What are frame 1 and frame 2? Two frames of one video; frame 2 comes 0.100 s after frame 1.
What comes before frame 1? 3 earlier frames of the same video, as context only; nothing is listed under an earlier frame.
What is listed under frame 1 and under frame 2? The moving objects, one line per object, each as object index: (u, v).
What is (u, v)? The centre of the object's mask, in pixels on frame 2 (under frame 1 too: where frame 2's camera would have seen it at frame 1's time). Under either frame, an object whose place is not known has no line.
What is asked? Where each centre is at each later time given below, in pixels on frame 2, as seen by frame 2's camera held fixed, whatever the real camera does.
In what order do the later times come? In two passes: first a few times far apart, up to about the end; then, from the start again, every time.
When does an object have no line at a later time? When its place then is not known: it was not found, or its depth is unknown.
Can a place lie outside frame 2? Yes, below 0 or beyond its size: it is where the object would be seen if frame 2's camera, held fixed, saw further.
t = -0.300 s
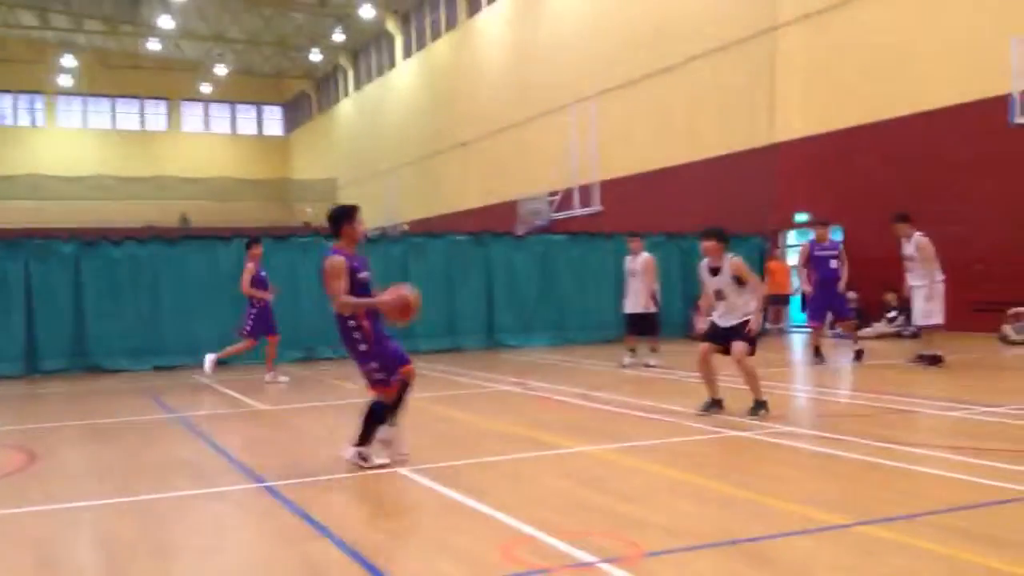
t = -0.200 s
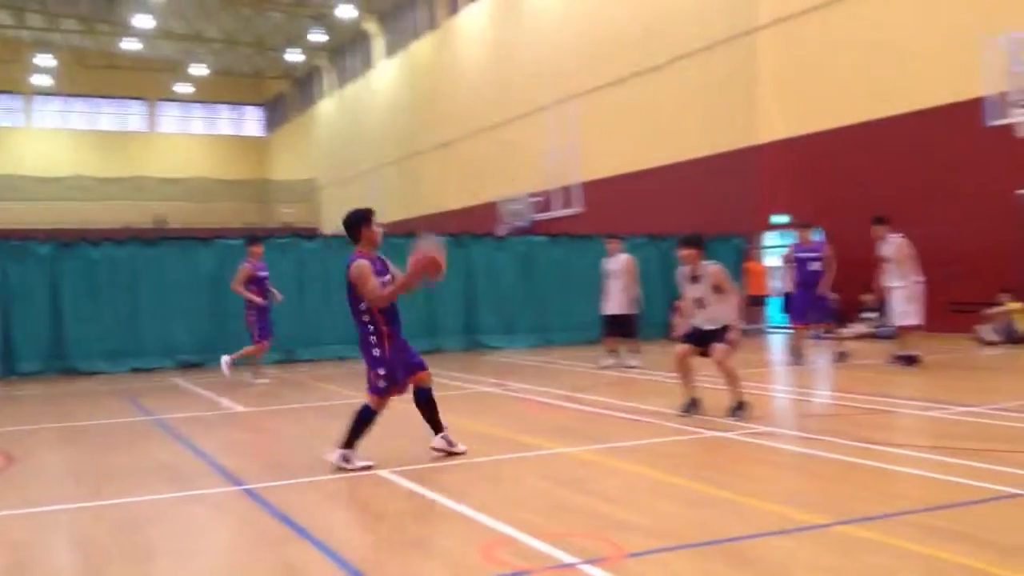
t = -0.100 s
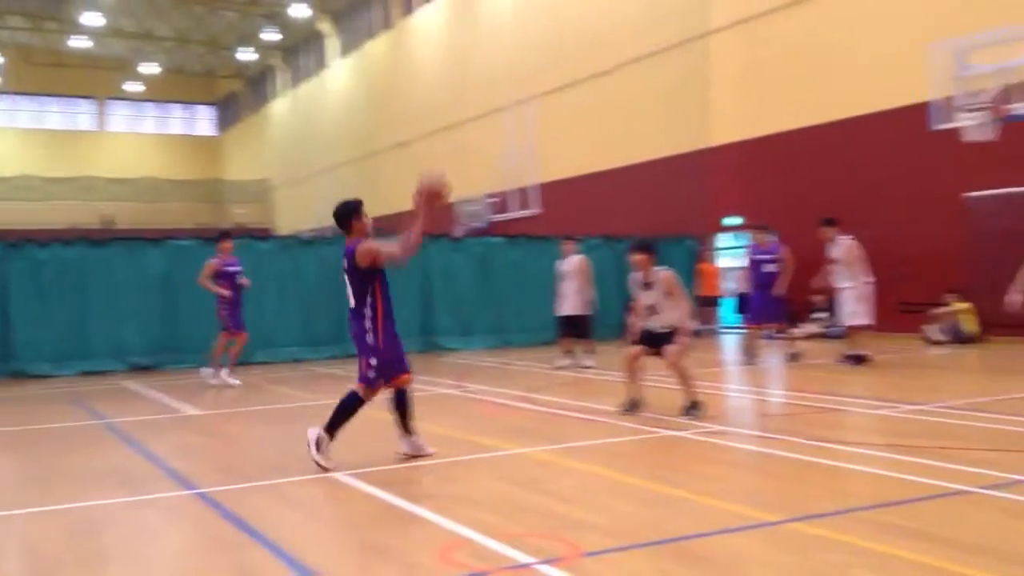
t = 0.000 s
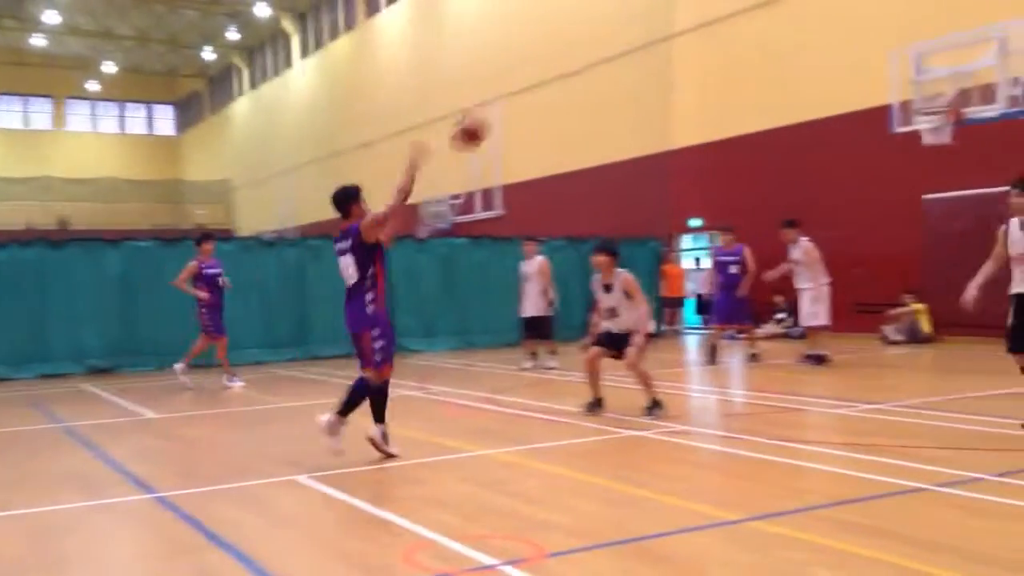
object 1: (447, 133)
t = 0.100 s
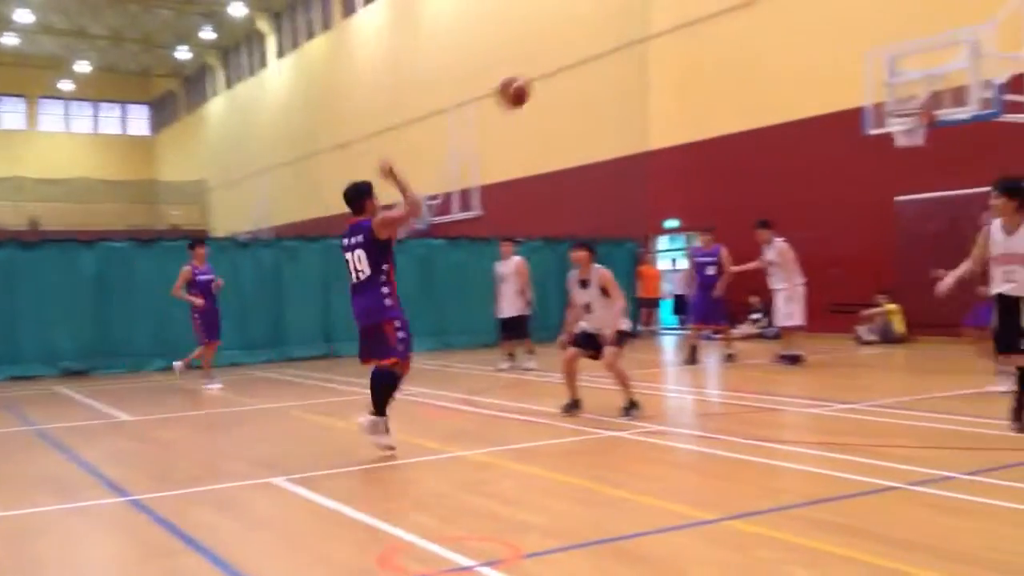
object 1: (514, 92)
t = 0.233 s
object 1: (589, 65)
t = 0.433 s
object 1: (685, 69)
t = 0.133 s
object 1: (533, 83)
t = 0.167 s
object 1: (553, 75)
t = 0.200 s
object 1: (572, 70)
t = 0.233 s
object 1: (589, 65)
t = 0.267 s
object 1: (607, 62)
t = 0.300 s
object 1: (624, 61)
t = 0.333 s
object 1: (639, 61)
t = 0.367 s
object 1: (655, 62)
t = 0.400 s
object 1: (671, 65)
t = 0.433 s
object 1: (685, 69)
